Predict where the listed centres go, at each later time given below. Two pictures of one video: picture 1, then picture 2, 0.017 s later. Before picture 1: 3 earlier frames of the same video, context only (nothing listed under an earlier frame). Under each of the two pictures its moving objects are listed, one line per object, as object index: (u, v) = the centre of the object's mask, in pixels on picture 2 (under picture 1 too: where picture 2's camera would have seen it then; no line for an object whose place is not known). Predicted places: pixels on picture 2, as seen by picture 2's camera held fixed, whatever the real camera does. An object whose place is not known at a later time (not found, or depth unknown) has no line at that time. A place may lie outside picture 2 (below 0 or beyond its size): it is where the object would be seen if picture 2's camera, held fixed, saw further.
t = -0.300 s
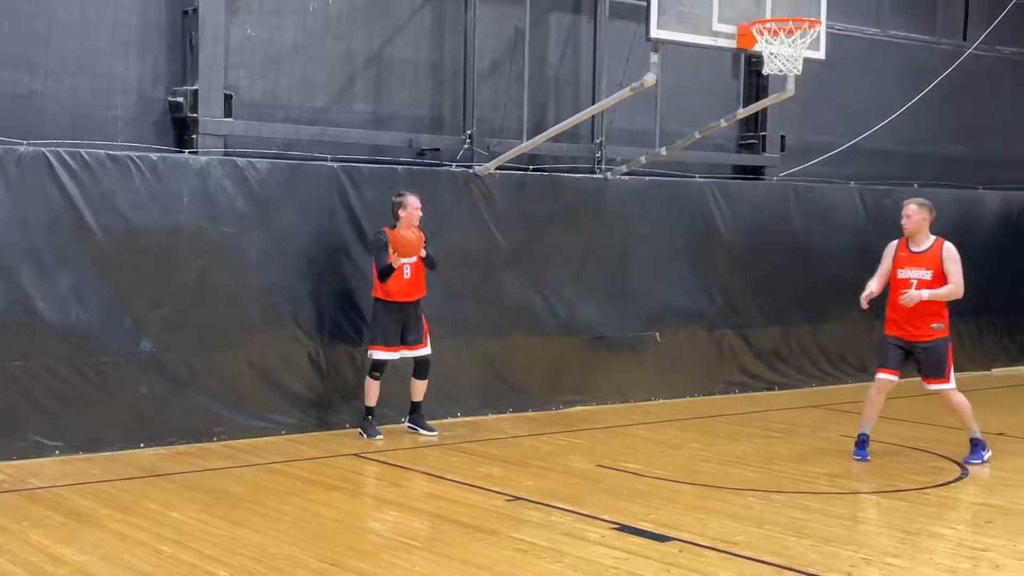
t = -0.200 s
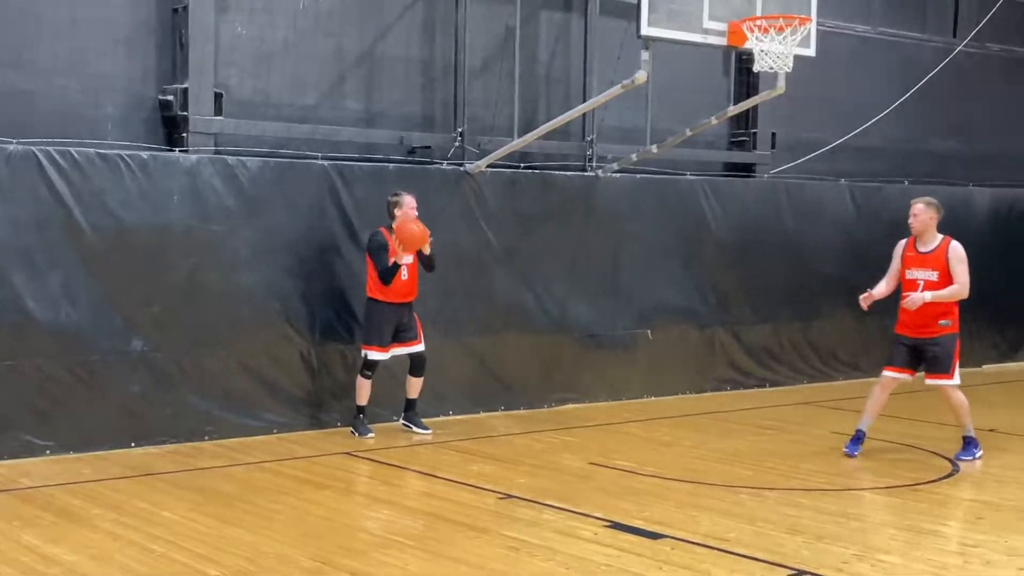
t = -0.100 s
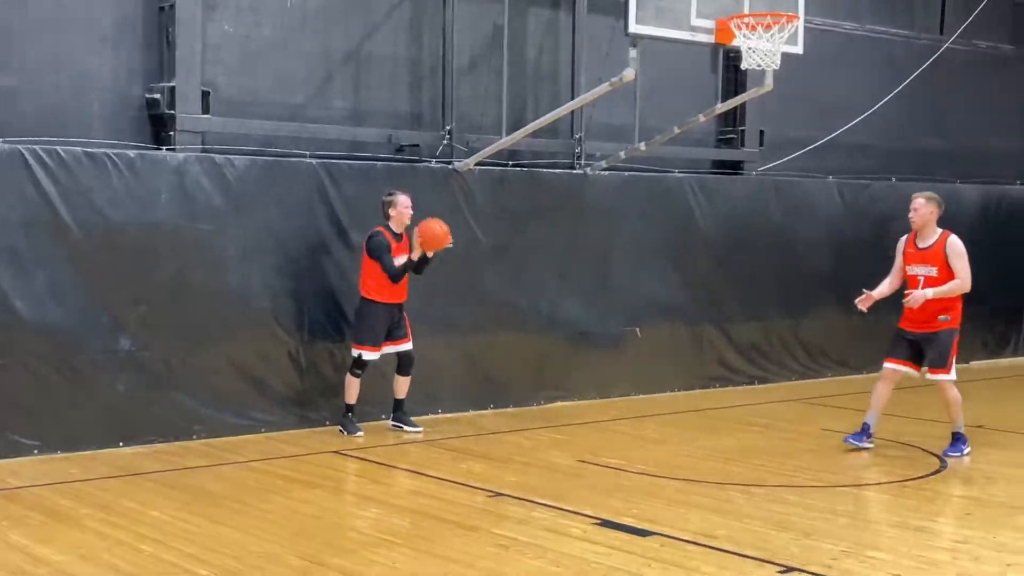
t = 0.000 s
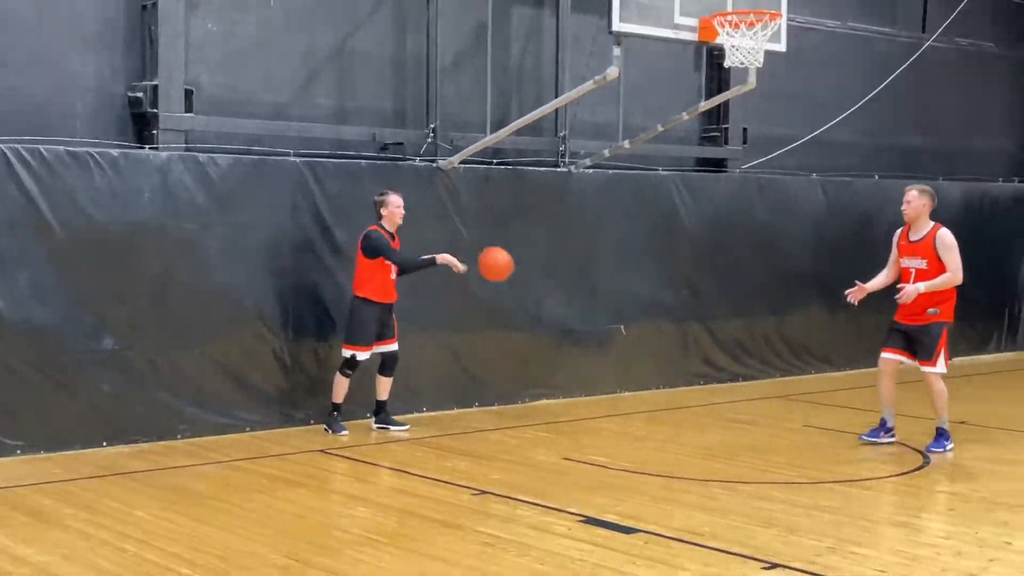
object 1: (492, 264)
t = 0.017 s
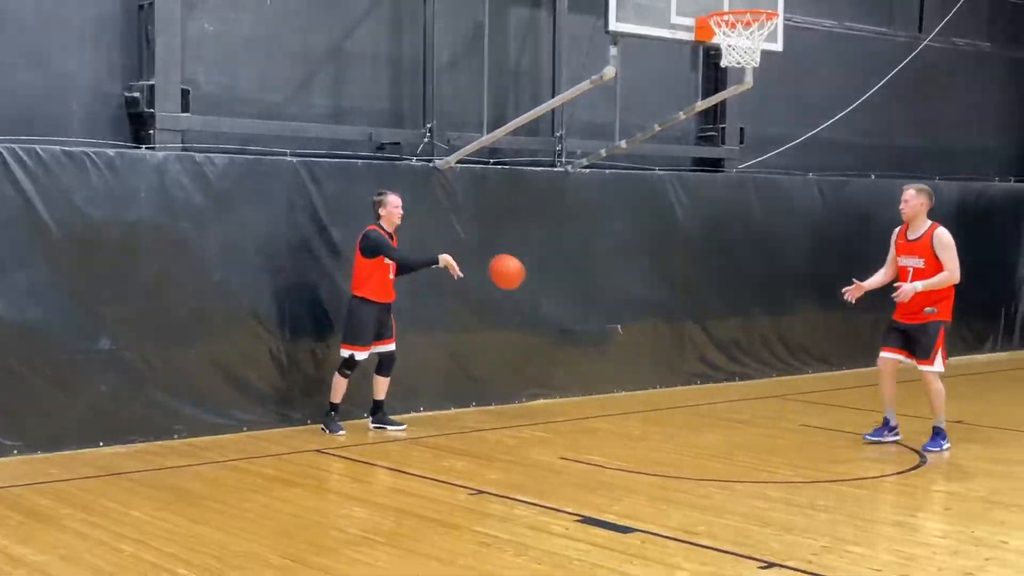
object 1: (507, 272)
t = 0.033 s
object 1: (520, 280)
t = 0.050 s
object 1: (536, 289)
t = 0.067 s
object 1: (549, 298)
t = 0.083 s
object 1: (563, 308)
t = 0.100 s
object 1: (578, 319)
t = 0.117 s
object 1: (592, 329)
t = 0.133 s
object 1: (606, 339)
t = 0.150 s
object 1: (620, 351)
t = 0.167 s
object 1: (633, 362)
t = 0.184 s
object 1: (646, 373)
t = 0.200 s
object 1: (661, 385)
